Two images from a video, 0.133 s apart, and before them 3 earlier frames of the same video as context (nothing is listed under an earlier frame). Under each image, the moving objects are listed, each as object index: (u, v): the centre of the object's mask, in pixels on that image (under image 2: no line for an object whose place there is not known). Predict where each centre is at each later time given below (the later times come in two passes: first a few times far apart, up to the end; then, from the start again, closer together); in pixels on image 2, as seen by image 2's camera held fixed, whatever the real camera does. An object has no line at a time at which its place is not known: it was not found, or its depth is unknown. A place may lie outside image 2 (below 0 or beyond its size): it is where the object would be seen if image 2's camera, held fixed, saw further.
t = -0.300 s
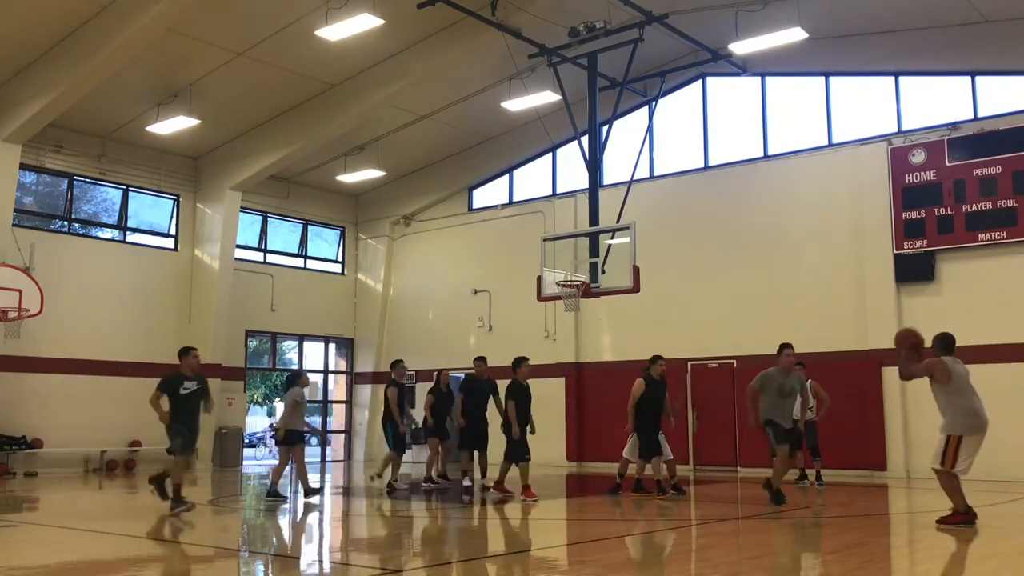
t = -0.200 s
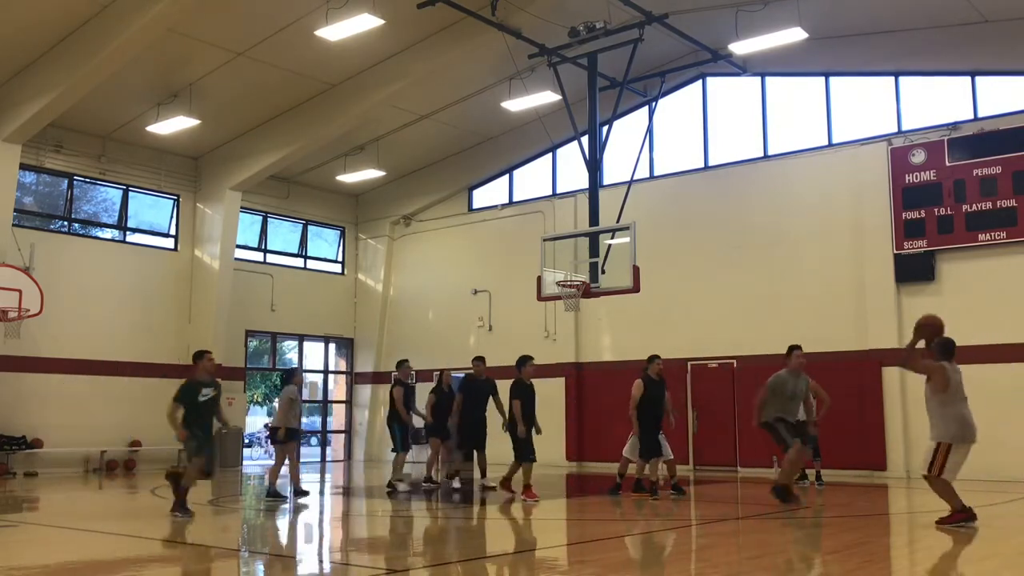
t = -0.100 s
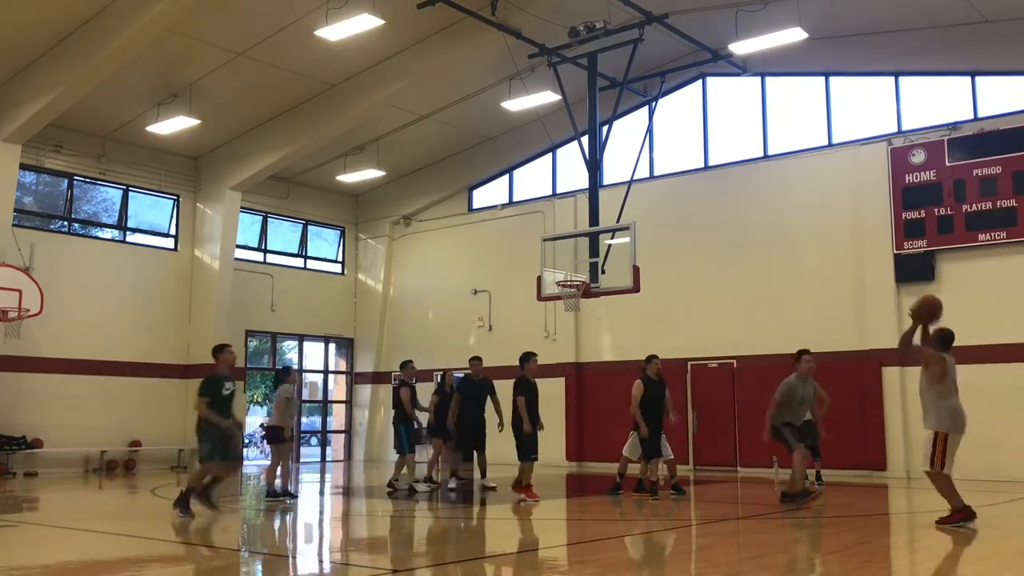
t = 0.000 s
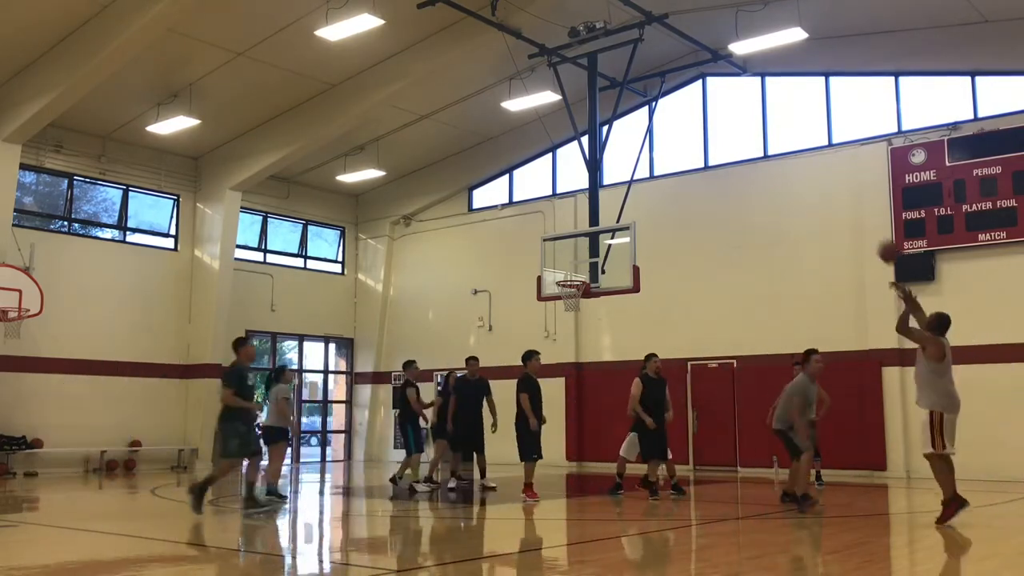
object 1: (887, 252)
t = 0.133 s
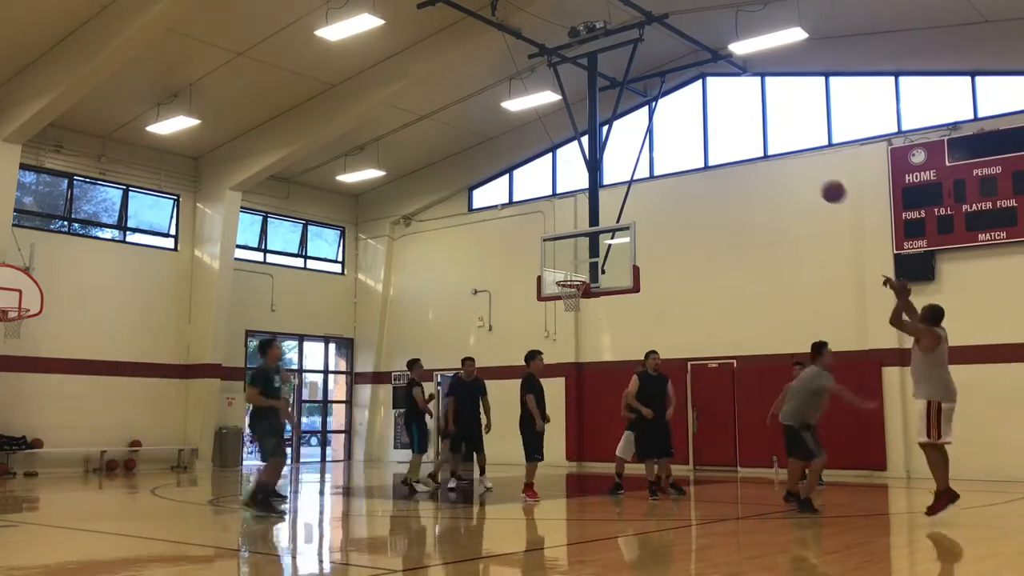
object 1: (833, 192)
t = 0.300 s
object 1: (774, 149)
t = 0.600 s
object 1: (689, 137)
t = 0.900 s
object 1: (625, 186)
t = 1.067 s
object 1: (596, 233)
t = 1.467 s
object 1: (567, 290)
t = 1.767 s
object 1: (573, 317)
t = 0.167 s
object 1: (820, 180)
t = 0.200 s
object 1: (808, 171)
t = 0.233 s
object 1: (796, 163)
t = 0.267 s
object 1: (784, 156)
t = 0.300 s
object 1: (774, 149)
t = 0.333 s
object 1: (762, 144)
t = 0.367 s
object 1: (752, 140)
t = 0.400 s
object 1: (742, 137)
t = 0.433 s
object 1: (732, 135)
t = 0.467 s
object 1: (723, 133)
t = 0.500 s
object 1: (714, 133)
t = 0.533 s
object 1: (705, 134)
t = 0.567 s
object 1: (697, 135)
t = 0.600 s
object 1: (689, 137)
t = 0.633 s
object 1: (681, 140)
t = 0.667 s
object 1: (673, 143)
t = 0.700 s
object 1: (666, 147)
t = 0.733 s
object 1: (658, 153)
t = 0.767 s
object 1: (651, 158)
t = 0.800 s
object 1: (644, 164)
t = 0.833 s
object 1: (638, 171)
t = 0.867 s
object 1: (631, 178)
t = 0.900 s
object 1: (625, 186)
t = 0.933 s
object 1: (618, 194)
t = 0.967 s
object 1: (613, 203)
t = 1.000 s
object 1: (607, 212)
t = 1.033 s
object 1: (602, 222)
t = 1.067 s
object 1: (596, 233)
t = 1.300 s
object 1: (568, 293)
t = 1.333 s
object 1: (568, 290)
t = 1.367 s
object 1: (567, 290)
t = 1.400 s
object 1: (568, 289)
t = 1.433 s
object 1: (568, 290)
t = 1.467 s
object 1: (567, 290)
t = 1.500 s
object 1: (570, 291)
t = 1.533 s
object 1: (571, 297)
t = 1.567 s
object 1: (572, 298)
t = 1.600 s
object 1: (573, 302)
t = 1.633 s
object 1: (574, 303)
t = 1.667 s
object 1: (574, 306)
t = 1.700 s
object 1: (574, 310)
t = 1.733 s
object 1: (574, 314)
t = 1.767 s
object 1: (573, 317)
